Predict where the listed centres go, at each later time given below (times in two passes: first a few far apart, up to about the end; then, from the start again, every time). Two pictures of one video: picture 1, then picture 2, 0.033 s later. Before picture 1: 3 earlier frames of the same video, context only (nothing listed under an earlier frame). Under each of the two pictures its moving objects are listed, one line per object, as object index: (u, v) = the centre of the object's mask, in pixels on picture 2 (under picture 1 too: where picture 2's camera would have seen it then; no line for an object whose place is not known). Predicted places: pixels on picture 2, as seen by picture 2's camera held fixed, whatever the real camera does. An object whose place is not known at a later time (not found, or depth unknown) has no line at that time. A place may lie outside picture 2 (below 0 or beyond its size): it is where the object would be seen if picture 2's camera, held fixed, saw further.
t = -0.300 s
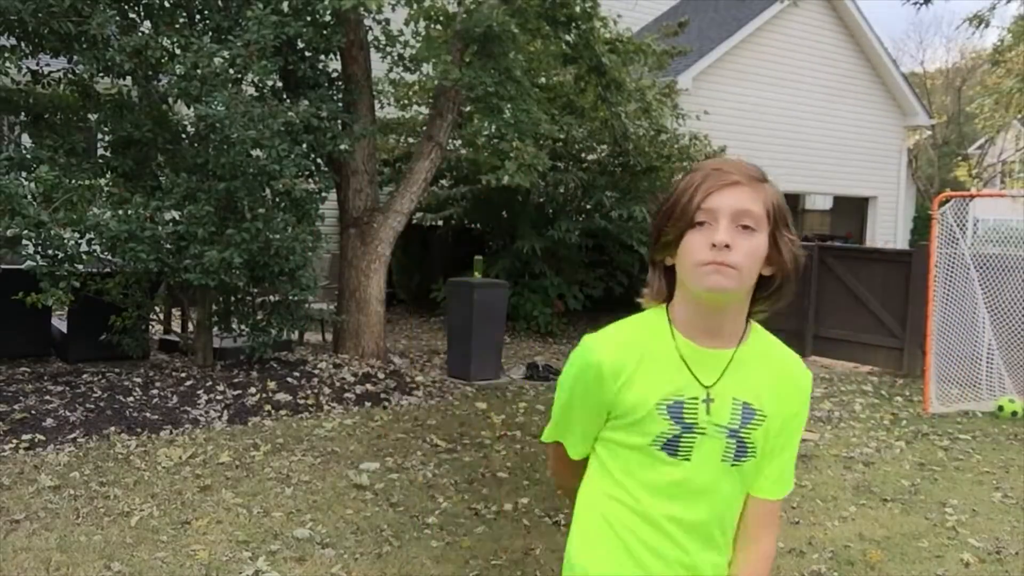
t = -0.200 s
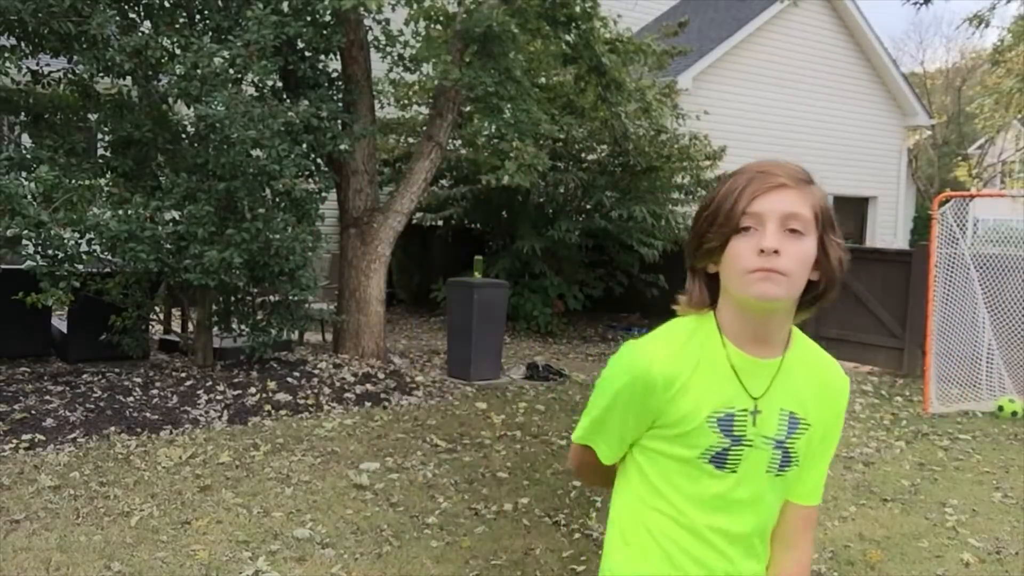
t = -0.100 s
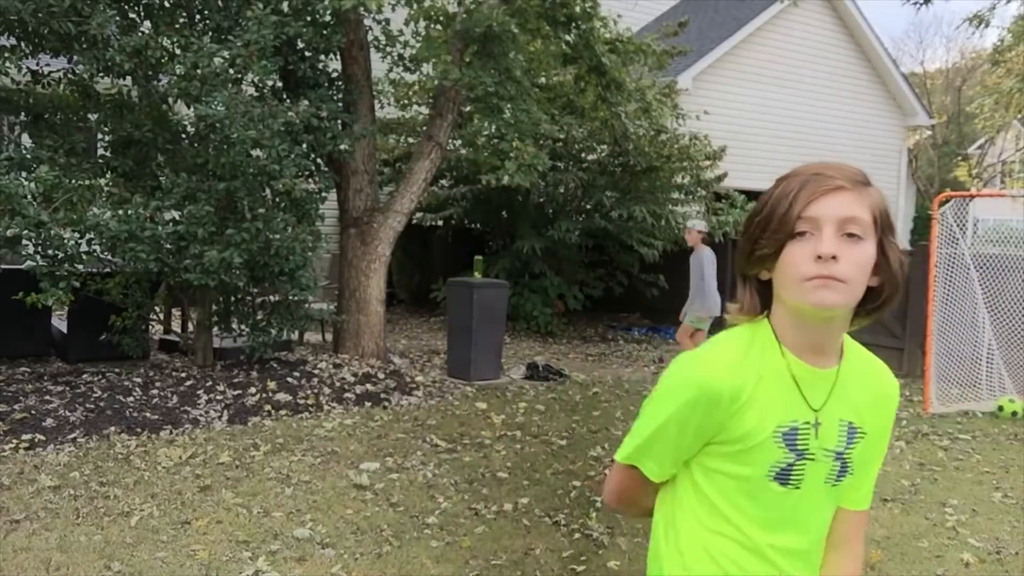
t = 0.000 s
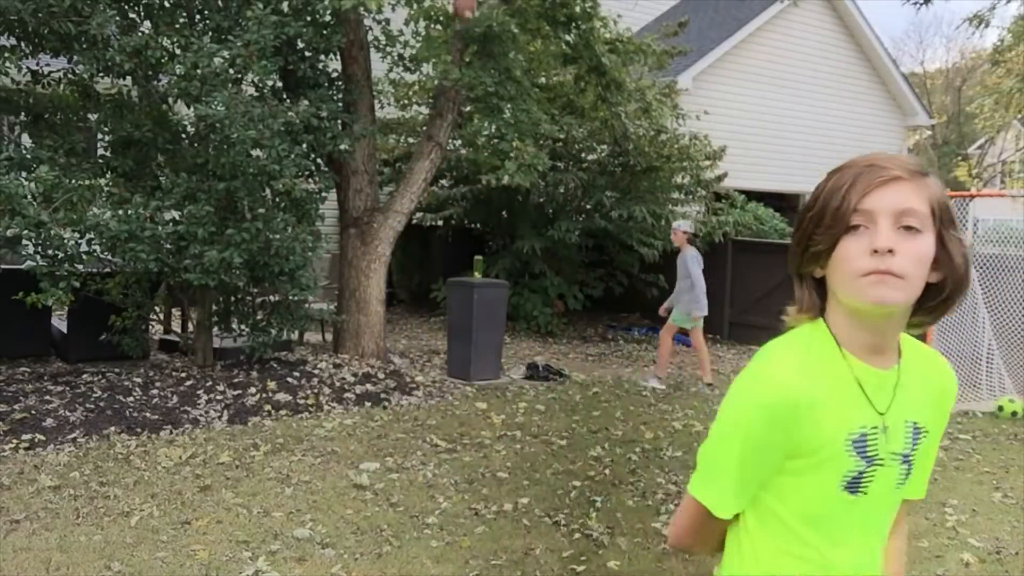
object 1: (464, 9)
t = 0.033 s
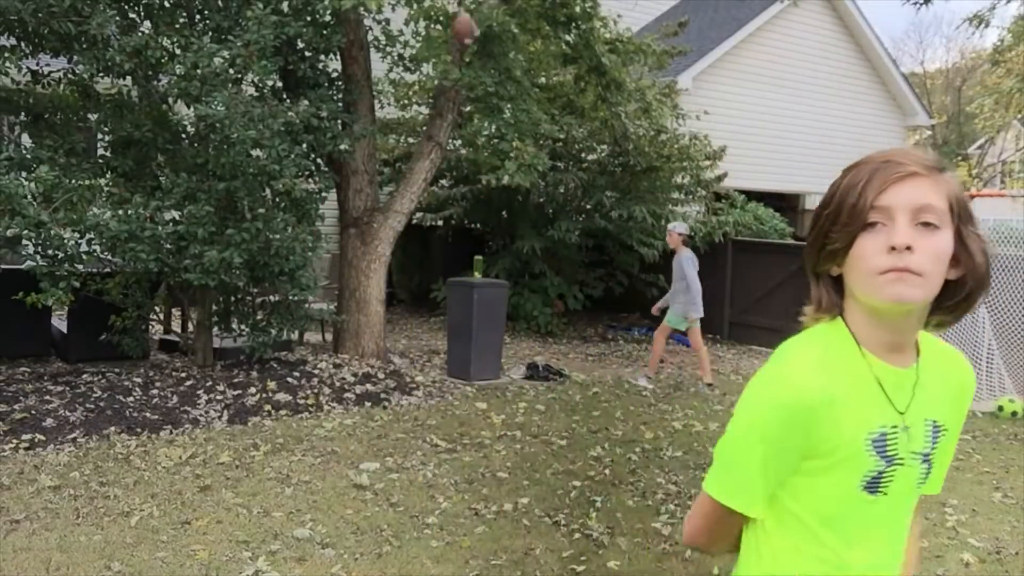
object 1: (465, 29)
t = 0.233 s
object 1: (462, 174)
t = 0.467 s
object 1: (467, 238)
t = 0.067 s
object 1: (463, 52)
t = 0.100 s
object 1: (464, 76)
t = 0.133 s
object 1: (463, 101)
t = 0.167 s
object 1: (463, 125)
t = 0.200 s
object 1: (463, 150)
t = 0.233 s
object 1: (462, 174)
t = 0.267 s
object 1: (462, 197)
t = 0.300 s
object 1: (462, 222)
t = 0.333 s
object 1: (461, 245)
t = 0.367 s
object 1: (461, 270)
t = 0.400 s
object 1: (463, 262)
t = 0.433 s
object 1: (465, 249)
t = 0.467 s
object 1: (467, 238)
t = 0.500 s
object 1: (470, 228)
